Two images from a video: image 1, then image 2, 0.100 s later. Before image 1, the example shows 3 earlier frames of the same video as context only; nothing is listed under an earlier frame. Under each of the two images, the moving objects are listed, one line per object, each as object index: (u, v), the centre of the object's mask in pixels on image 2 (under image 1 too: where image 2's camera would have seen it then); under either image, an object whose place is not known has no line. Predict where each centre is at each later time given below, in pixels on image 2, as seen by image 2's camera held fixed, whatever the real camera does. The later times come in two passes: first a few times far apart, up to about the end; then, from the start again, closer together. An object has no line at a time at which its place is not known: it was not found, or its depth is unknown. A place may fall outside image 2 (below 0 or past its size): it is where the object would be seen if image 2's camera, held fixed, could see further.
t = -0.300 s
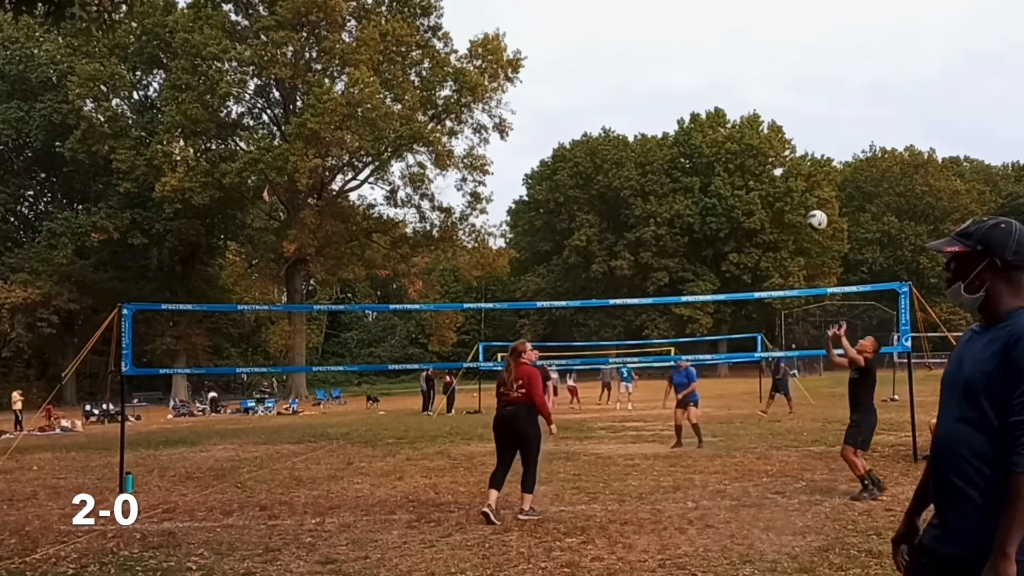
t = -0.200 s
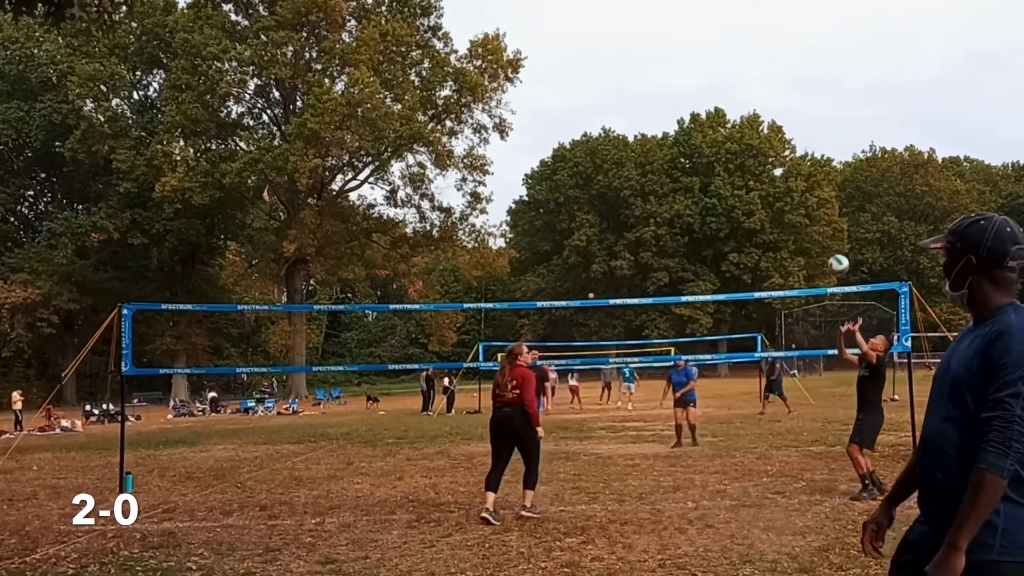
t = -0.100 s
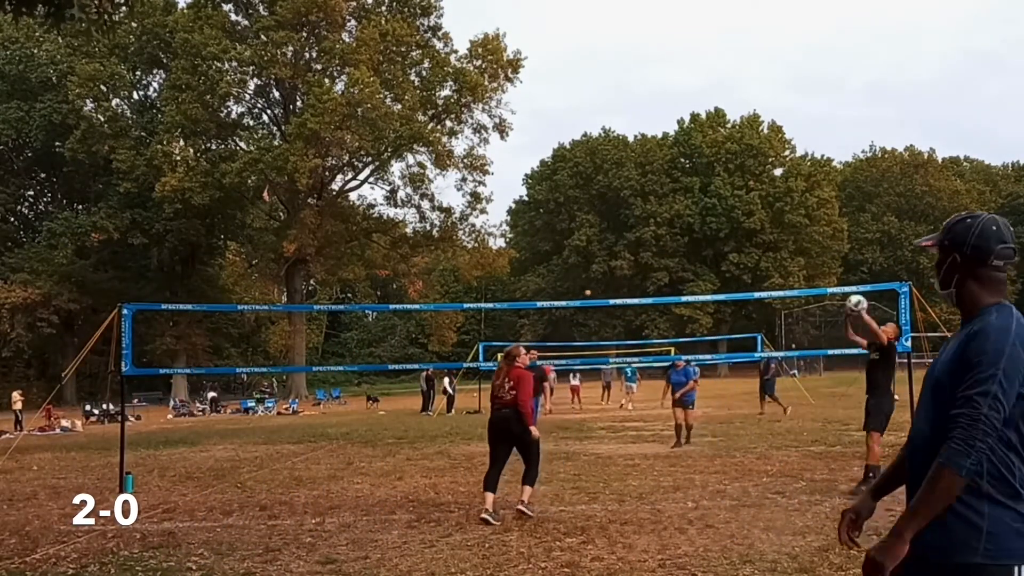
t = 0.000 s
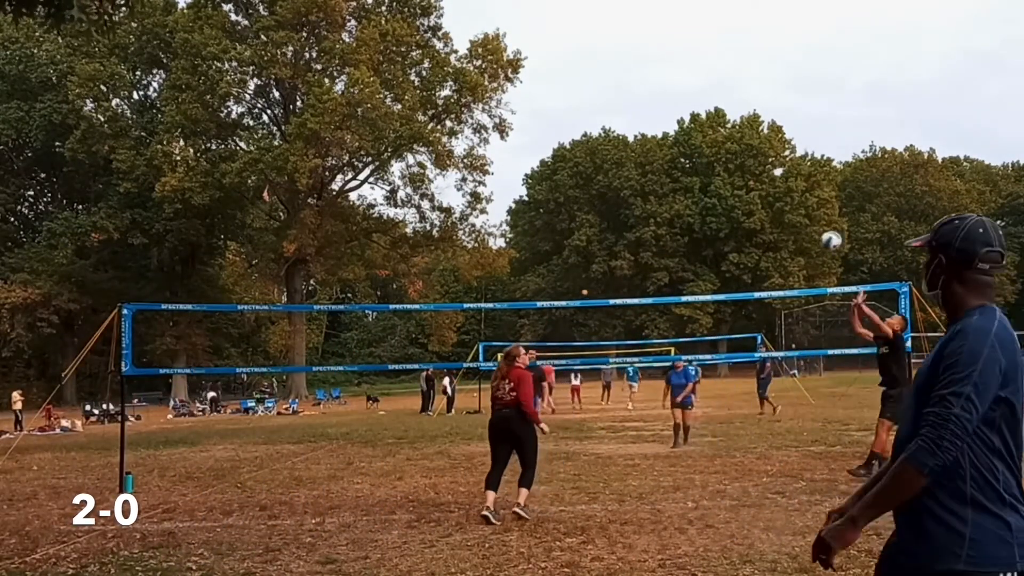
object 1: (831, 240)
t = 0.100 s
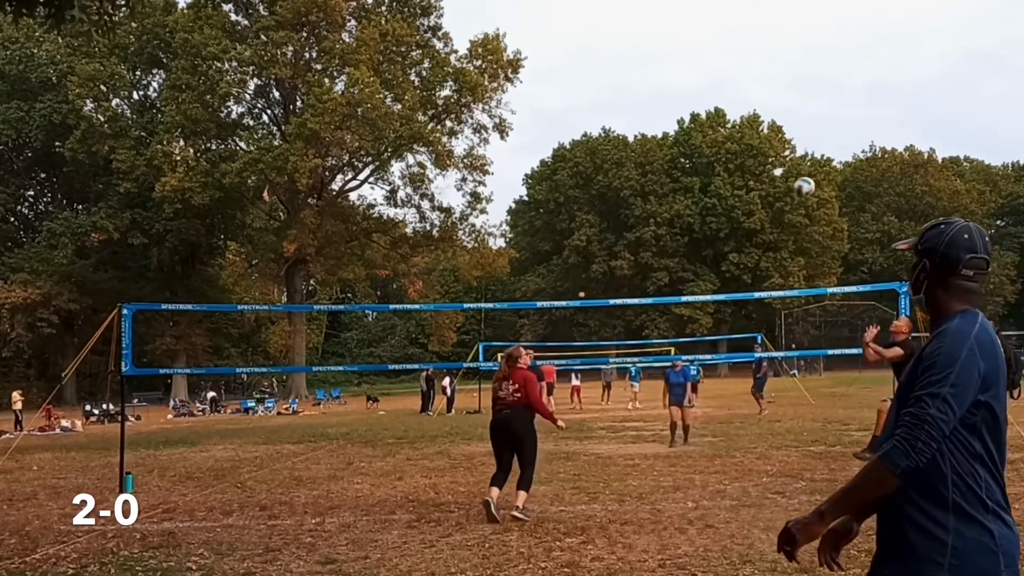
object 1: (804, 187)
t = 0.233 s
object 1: (771, 130)
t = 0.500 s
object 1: (708, 76)
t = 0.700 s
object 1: (664, 78)
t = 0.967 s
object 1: (610, 137)
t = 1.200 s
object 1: (567, 238)
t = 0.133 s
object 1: (795, 171)
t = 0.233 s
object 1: (771, 130)
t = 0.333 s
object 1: (747, 103)
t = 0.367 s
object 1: (739, 95)
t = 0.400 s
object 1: (731, 89)
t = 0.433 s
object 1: (724, 83)
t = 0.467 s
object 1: (716, 79)
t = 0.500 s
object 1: (708, 76)
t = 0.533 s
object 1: (701, 74)
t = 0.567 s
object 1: (693, 72)
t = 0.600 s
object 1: (686, 72)
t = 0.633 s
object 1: (679, 73)
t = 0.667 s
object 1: (672, 75)
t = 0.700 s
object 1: (664, 78)
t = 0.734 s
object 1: (657, 82)
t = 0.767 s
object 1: (650, 87)
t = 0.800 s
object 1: (643, 93)
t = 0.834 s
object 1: (636, 100)
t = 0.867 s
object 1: (629, 109)
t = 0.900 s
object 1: (623, 118)
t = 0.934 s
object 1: (616, 127)
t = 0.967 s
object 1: (610, 137)
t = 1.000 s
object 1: (604, 148)
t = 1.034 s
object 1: (597, 161)
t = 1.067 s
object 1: (591, 174)
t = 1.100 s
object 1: (585, 188)
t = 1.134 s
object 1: (579, 204)
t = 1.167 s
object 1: (573, 221)
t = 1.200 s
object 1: (567, 238)
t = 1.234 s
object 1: (561, 255)
